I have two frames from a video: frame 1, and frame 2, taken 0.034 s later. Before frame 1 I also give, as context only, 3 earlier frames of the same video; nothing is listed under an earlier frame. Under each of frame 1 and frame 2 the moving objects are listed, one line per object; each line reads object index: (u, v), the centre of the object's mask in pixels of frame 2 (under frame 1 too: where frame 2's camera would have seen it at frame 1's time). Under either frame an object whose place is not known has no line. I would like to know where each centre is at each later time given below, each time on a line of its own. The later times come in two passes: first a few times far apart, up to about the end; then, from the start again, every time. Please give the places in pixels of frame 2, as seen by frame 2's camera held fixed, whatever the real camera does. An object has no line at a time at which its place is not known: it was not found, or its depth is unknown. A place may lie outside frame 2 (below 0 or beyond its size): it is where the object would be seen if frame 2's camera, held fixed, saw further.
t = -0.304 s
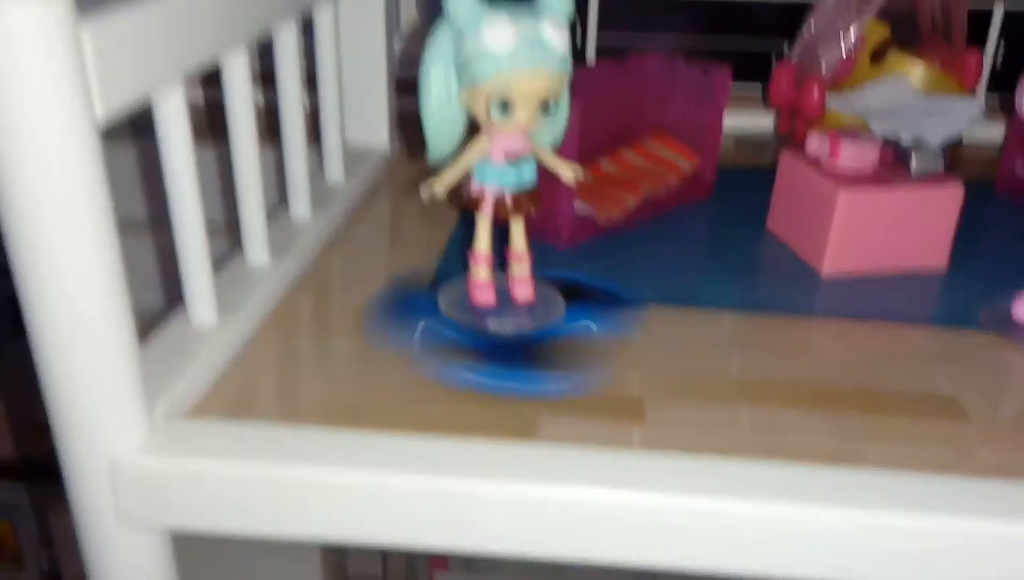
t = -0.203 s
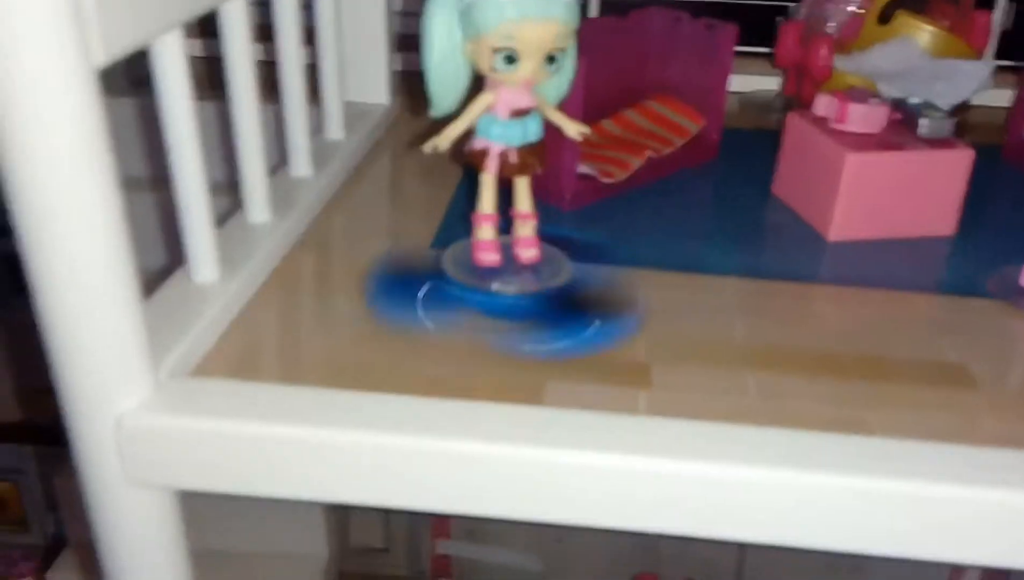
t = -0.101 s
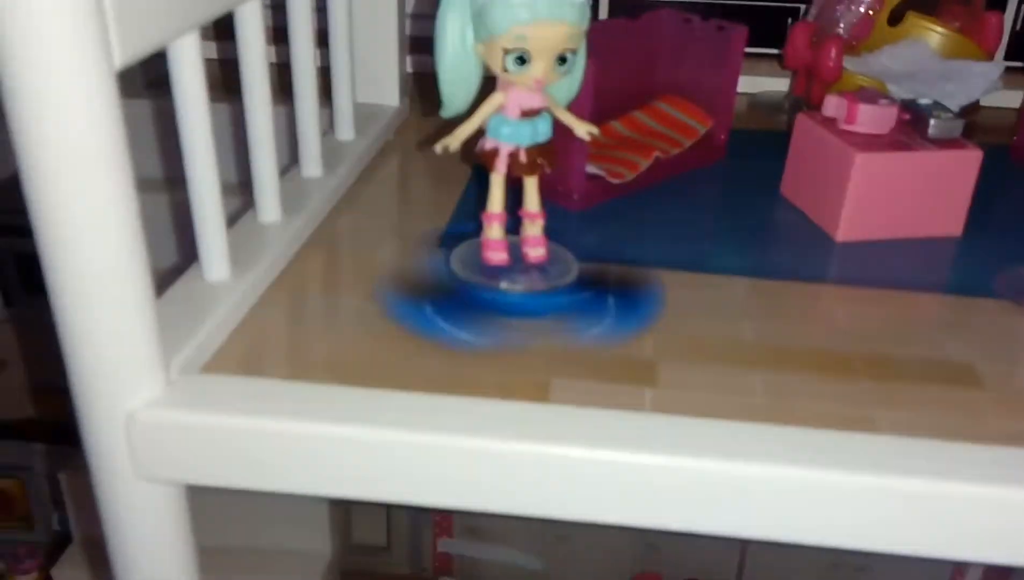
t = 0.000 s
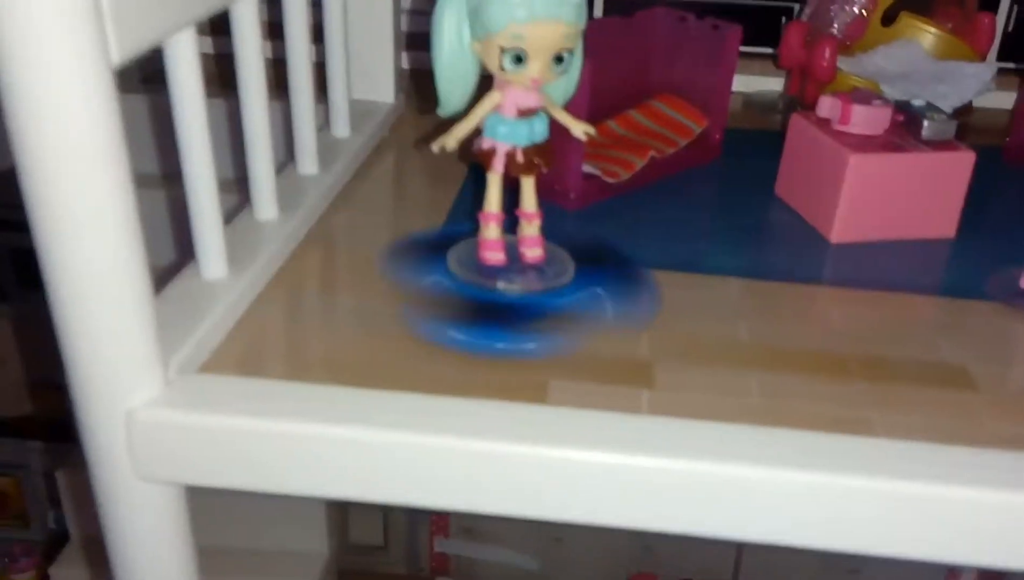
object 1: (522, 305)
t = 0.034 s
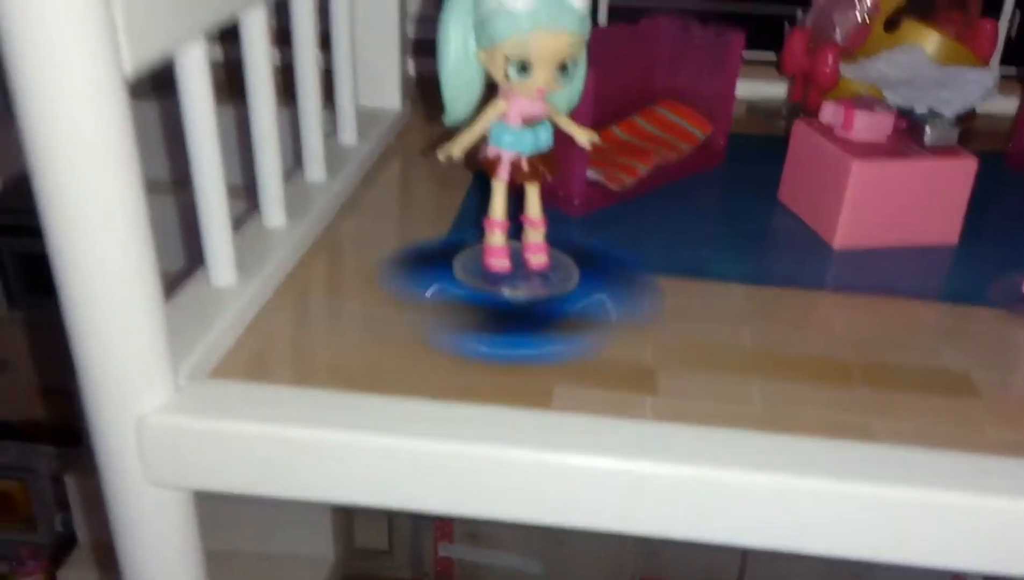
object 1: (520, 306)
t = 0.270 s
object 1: (522, 312)
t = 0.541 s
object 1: (518, 311)
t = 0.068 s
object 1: (518, 308)
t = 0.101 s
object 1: (519, 309)
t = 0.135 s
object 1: (518, 309)
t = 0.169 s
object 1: (517, 314)
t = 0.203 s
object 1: (524, 315)
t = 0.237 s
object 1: (522, 314)
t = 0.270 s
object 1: (522, 312)
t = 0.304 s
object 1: (518, 307)
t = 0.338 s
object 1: (519, 306)
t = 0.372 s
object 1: (521, 307)
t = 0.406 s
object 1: (519, 308)
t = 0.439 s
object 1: (510, 314)
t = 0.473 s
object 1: (516, 316)
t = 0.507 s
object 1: (522, 316)
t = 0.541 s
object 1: (518, 311)
